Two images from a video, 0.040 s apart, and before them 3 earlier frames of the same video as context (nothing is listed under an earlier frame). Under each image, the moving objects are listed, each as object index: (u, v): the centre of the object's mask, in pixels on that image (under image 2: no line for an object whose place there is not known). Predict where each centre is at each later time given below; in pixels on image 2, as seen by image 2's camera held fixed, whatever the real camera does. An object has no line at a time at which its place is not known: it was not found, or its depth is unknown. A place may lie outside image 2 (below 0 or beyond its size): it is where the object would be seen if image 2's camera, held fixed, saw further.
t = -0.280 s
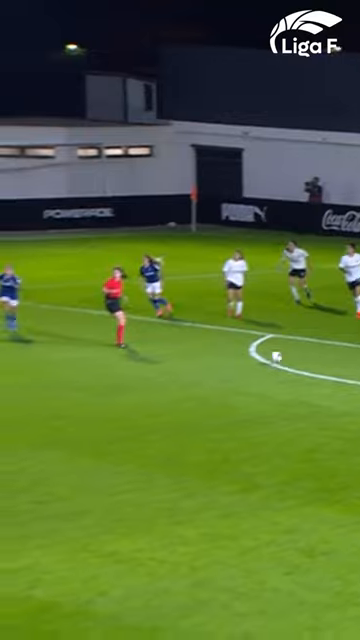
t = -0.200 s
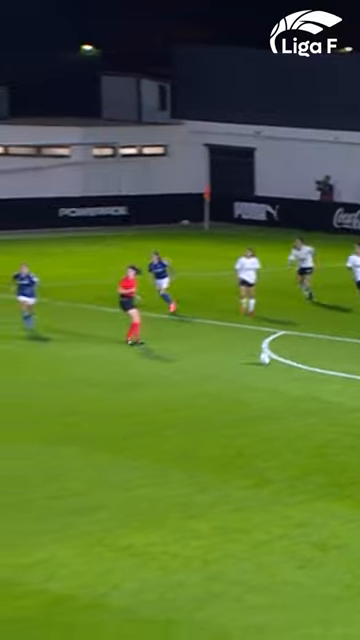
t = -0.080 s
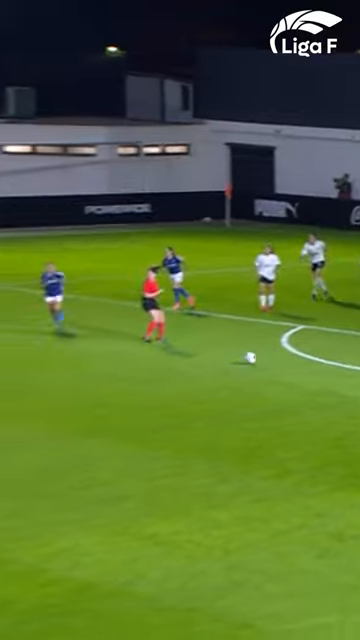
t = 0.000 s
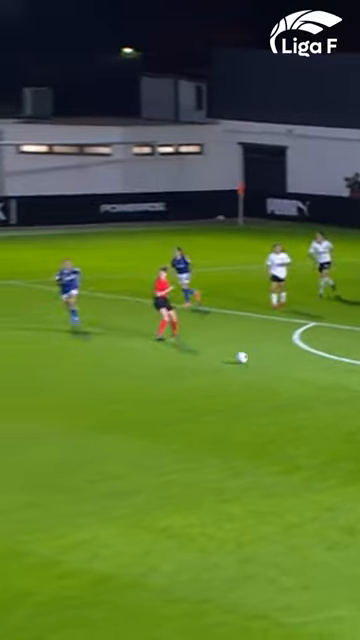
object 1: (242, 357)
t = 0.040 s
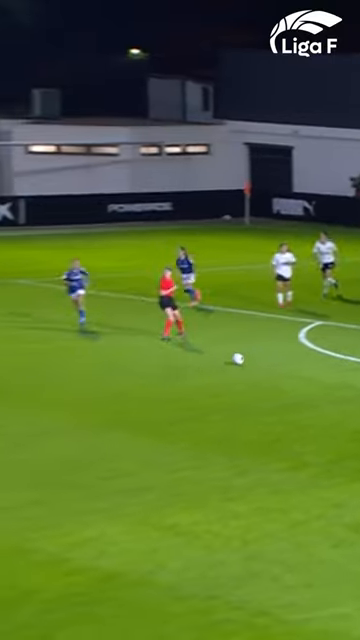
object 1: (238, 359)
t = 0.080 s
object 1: (229, 360)
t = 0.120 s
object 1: (220, 361)
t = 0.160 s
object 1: (211, 362)
